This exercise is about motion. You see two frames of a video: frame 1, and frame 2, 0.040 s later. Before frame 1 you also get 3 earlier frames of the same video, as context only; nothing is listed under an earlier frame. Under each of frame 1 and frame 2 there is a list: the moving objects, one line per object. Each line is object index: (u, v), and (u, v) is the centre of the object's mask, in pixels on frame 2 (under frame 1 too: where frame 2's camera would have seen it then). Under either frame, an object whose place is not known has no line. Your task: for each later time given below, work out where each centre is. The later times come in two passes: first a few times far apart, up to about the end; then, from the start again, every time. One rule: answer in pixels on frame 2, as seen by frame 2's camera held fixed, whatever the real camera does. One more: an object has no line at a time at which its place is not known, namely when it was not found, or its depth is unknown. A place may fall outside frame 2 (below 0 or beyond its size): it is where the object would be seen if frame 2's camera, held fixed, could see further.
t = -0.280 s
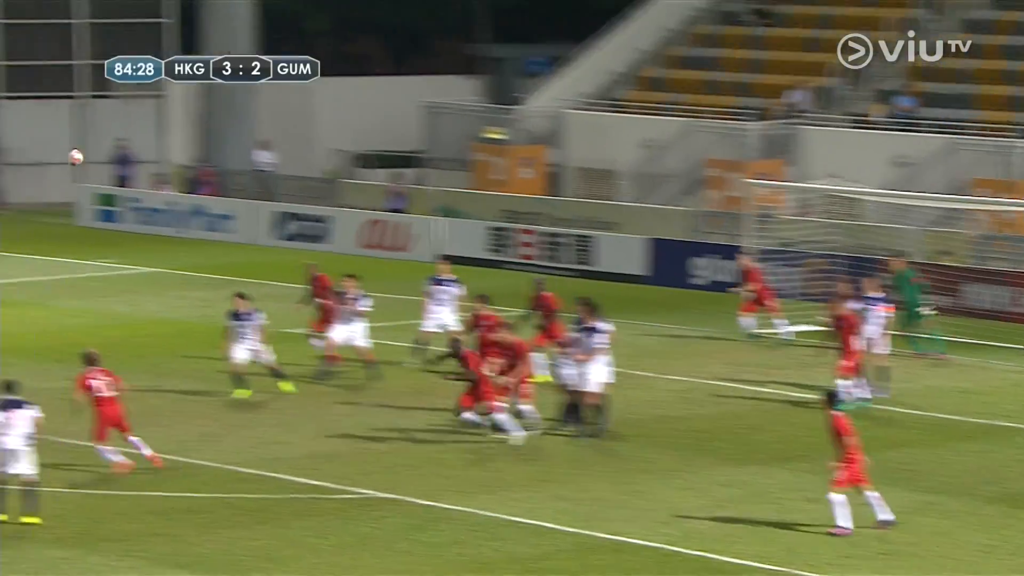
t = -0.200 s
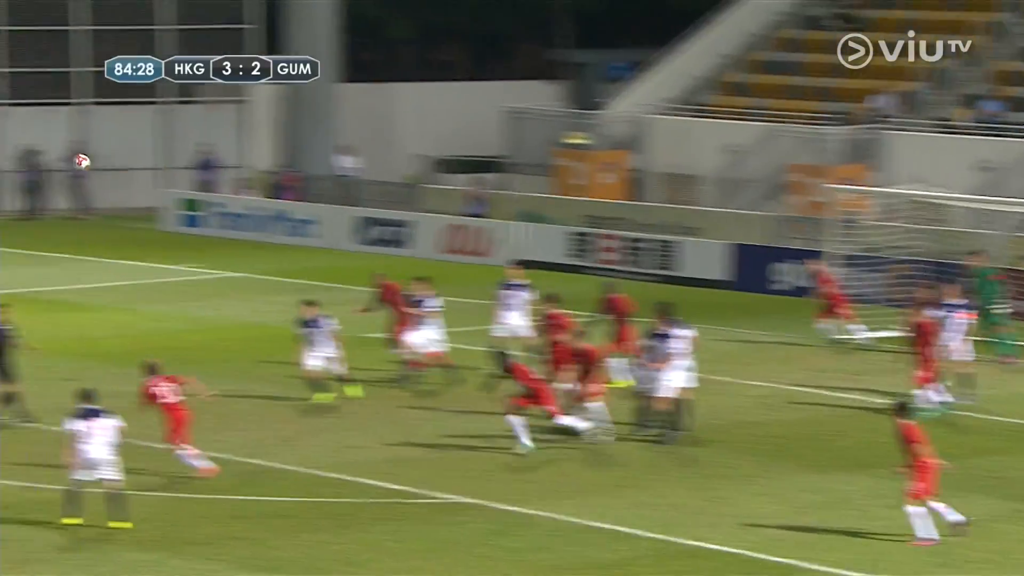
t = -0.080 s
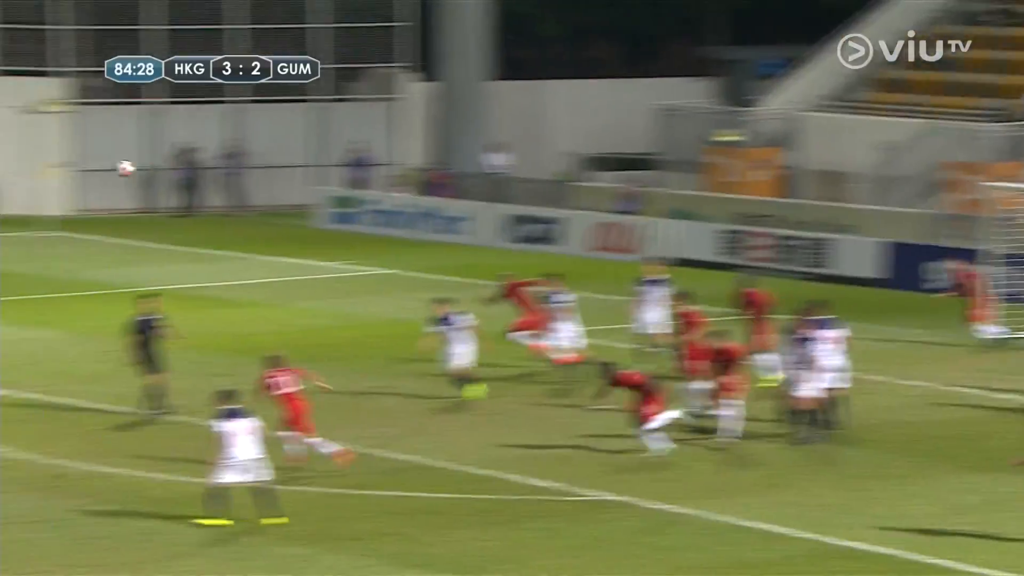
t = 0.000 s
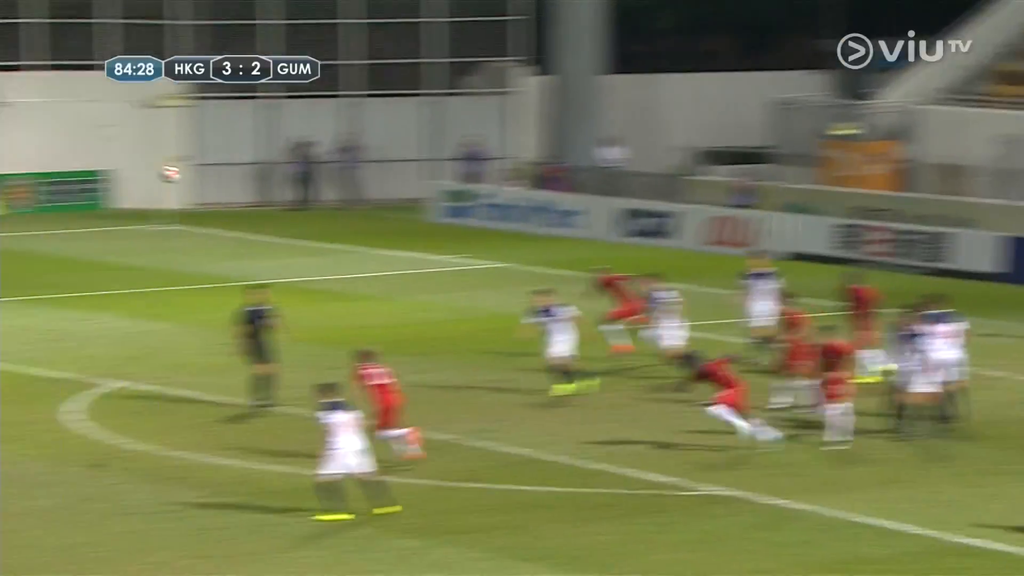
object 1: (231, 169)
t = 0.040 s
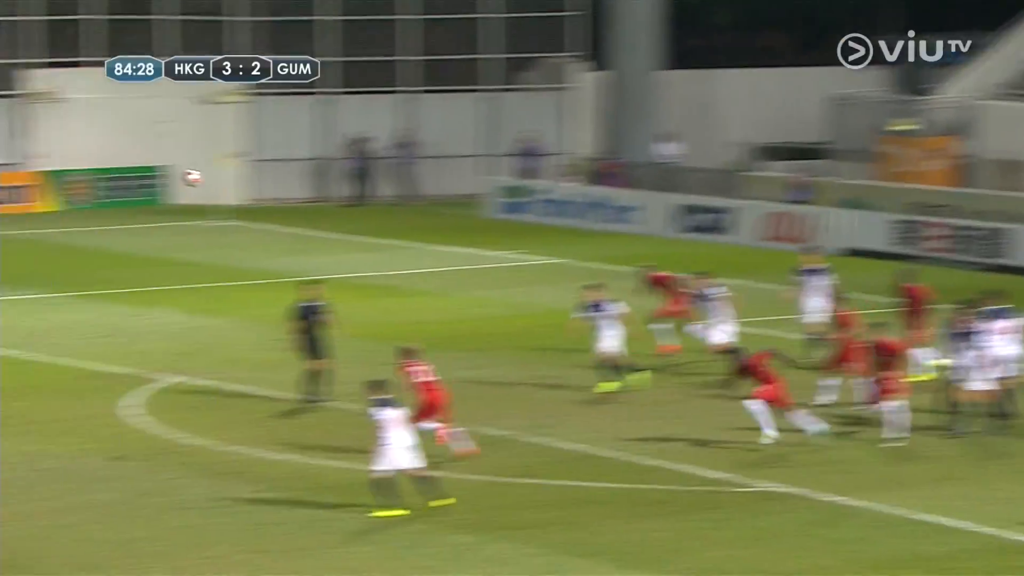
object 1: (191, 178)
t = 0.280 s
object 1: (-14, 246)
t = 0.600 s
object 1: (-282, 407)
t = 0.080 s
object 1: (155, 187)
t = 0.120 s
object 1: (121, 198)
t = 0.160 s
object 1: (87, 209)
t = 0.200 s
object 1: (53, 220)
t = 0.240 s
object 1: (19, 232)
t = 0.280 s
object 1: (-14, 246)
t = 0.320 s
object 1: (-48, 262)
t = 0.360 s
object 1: (-81, 278)
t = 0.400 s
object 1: (-114, 297)
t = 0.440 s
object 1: (-147, 316)
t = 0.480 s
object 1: (-181, 336)
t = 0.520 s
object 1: (-214, 359)
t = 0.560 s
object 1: (-249, 383)
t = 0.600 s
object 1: (-282, 407)
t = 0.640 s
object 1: (-304, 395)
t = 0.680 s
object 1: (-325, 377)
